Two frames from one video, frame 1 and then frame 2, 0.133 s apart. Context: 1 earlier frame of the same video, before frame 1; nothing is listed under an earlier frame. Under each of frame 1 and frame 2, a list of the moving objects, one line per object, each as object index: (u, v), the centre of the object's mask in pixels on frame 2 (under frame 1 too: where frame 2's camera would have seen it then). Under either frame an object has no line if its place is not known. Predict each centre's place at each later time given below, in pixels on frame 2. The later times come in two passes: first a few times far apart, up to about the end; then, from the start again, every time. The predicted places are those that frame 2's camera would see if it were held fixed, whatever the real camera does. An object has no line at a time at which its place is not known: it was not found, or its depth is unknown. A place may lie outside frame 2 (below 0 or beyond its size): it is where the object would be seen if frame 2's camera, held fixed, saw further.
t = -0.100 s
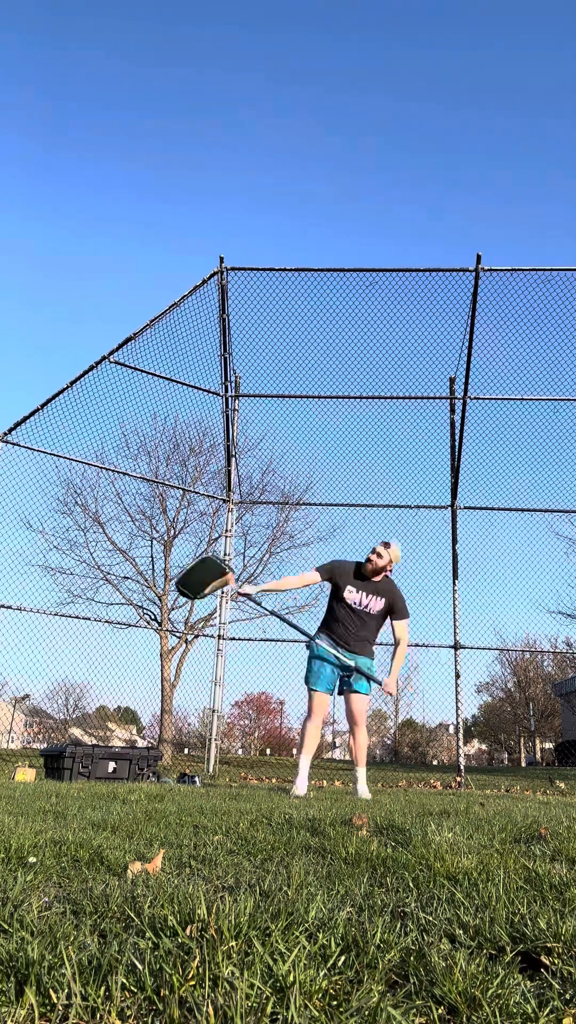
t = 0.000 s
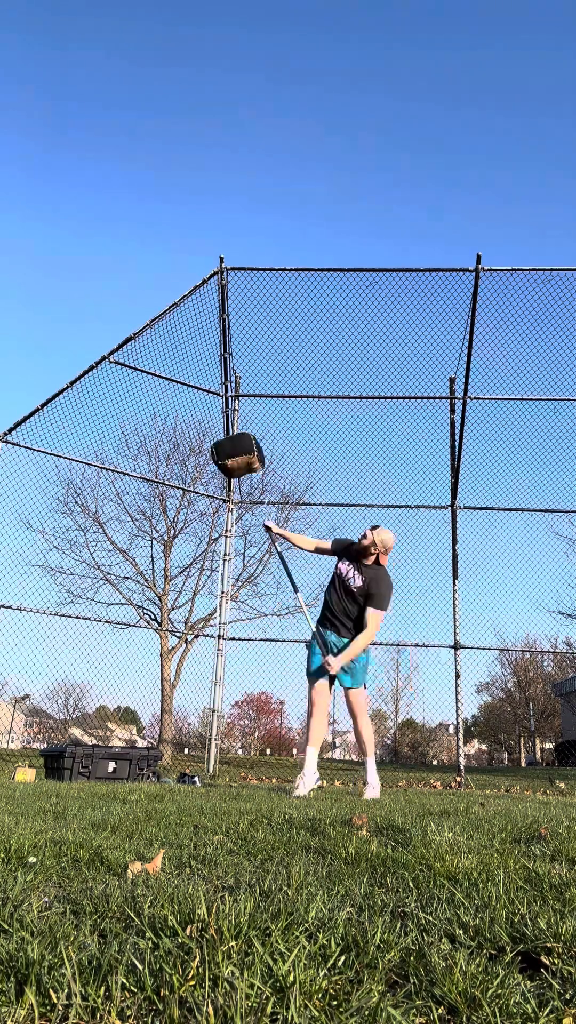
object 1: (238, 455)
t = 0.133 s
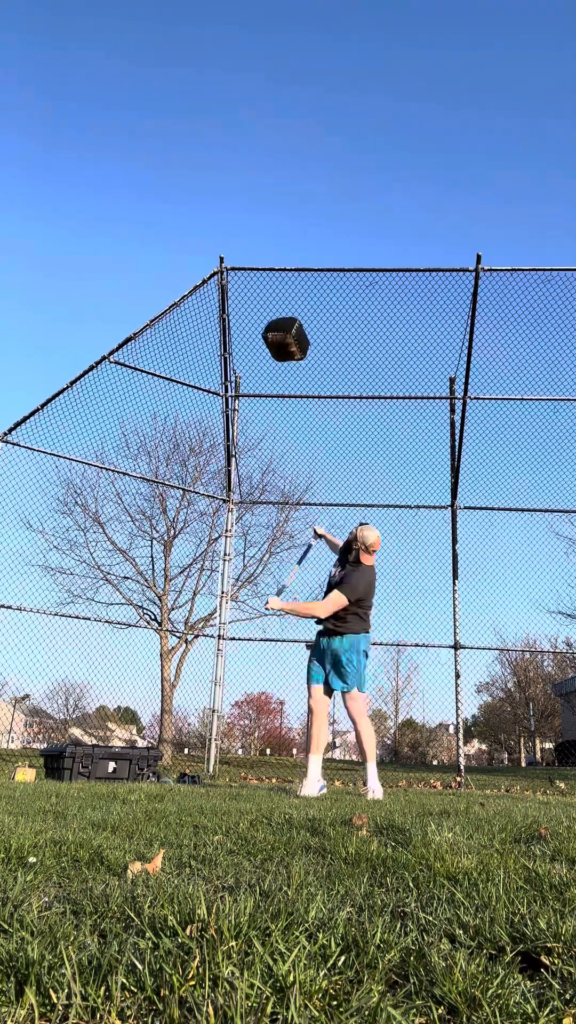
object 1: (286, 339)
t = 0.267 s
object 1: (325, 259)
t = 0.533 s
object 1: (386, 172)
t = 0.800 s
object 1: (436, 152)
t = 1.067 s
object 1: (479, 183)
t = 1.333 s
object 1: (519, 254)
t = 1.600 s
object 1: (559, 373)
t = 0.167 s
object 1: (297, 317)
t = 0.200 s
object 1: (307, 295)
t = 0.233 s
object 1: (316, 276)
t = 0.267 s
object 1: (325, 259)
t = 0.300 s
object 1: (334, 244)
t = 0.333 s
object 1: (342, 229)
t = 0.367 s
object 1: (350, 216)
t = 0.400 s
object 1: (357, 205)
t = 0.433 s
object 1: (365, 195)
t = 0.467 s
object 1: (372, 186)
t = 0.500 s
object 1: (379, 179)
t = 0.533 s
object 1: (386, 172)
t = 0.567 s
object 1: (393, 166)
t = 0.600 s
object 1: (399, 162)
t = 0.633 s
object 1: (406, 158)
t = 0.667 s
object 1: (412, 155)
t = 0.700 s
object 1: (418, 153)
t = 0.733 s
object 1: (424, 152)
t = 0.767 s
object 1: (430, 152)
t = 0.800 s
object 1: (436, 152)
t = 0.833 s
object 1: (442, 154)
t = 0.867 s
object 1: (447, 156)
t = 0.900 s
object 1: (453, 159)
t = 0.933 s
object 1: (458, 162)
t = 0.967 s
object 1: (463, 166)
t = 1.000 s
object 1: (468, 171)
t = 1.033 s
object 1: (474, 177)
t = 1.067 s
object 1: (479, 183)
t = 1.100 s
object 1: (484, 190)
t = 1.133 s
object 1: (489, 197)
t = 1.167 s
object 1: (494, 205)
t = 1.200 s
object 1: (499, 214)
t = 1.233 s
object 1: (504, 224)
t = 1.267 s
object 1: (509, 234)
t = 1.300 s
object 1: (514, 245)
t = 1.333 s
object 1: (519, 254)
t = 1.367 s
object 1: (524, 268)
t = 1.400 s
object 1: (529, 282)
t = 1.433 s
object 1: (534, 295)
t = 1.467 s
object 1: (539, 309)
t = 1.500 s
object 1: (544, 324)
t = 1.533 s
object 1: (549, 340)
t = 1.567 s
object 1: (554, 356)
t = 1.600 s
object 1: (559, 373)
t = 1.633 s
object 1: (564, 391)
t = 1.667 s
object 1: (567, 410)
